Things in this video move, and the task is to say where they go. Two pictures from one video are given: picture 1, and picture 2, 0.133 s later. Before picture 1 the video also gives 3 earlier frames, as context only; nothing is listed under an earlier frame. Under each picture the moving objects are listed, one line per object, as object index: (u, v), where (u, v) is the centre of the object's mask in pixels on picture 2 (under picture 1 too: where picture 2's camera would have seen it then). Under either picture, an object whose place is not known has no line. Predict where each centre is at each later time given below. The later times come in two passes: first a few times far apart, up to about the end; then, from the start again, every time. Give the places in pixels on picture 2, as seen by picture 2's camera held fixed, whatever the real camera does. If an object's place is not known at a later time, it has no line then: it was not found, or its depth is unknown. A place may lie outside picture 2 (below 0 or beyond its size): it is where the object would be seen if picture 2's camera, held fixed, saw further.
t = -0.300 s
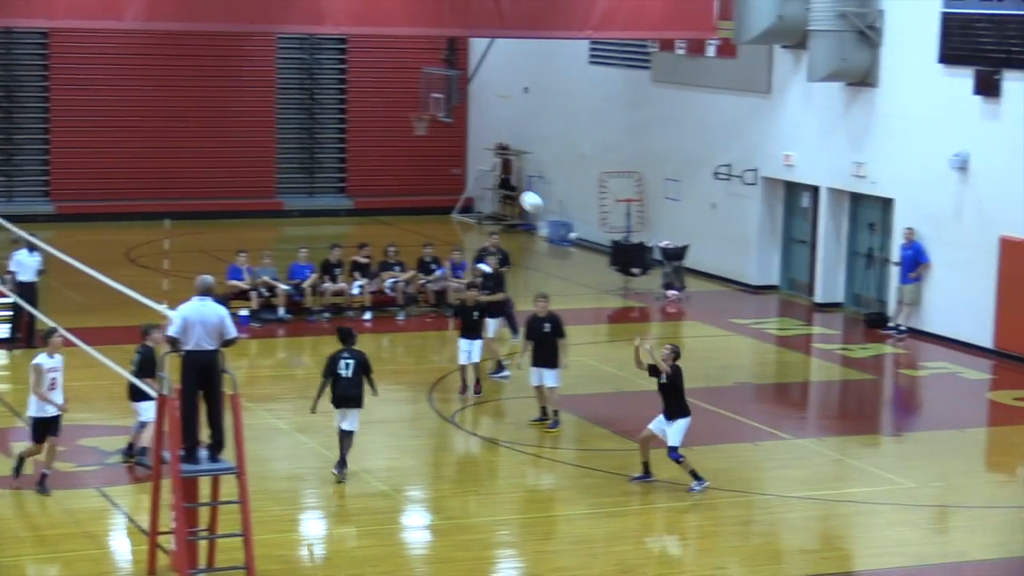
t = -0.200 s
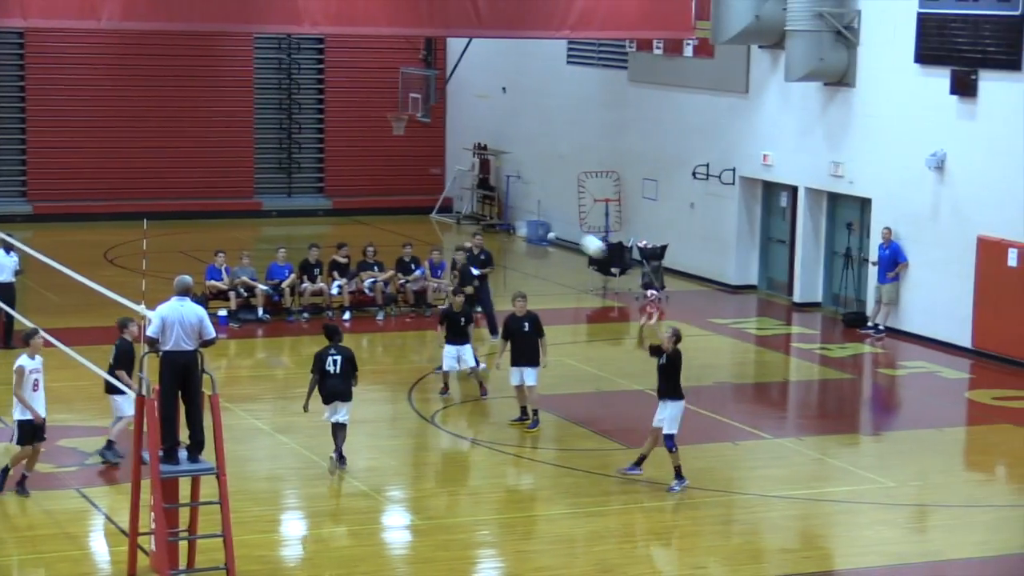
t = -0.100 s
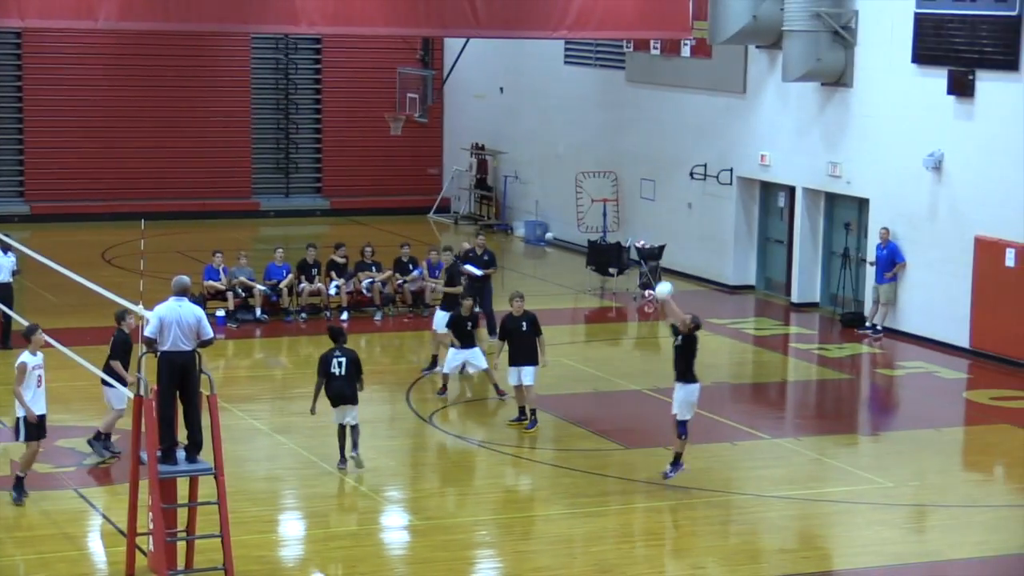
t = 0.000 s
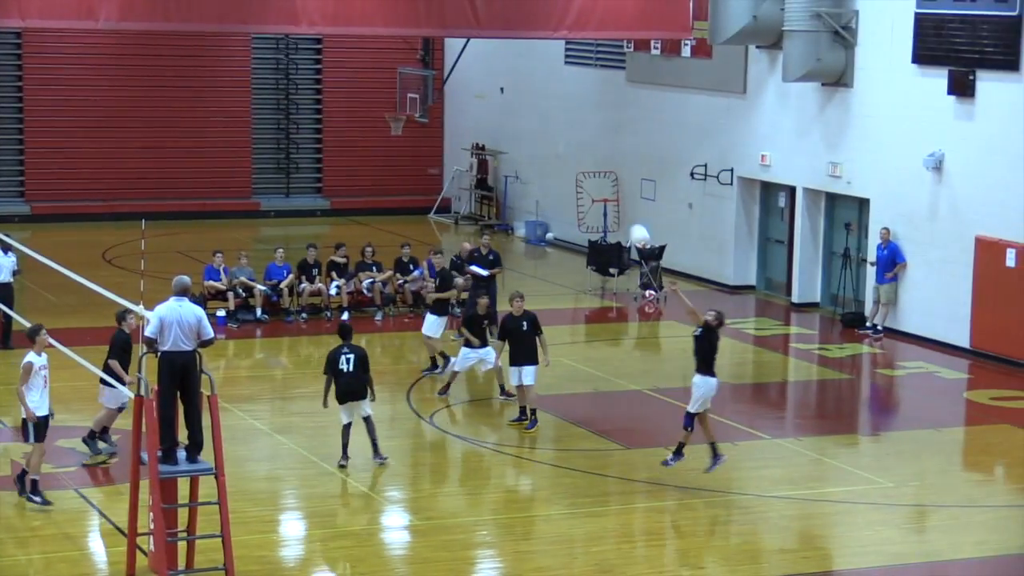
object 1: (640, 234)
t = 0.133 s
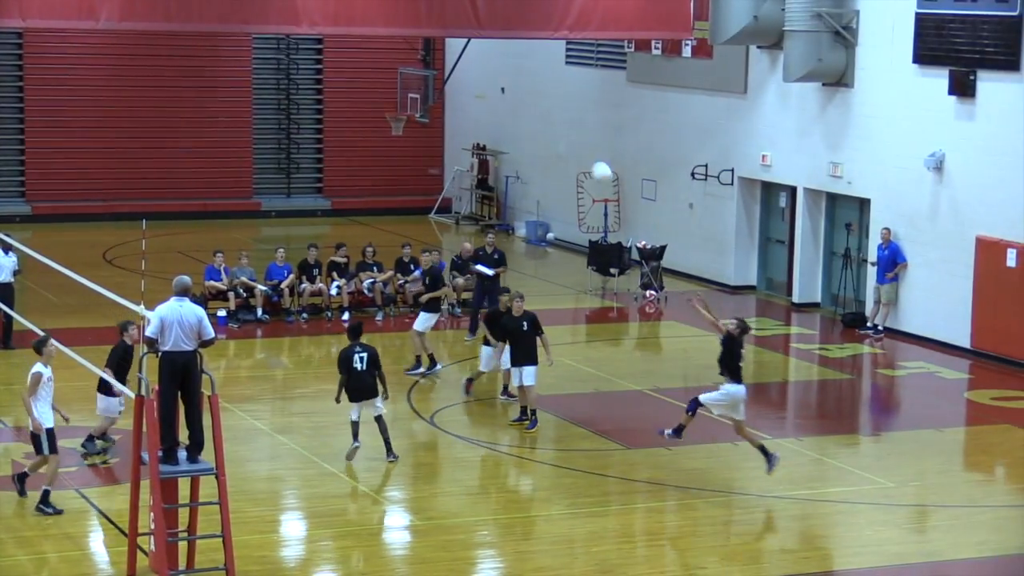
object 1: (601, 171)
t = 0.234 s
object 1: (572, 134)
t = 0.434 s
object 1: (513, 88)
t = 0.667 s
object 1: (446, 76)
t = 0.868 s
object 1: (389, 104)
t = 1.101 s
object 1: (323, 177)
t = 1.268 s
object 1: (276, 256)
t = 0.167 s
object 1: (592, 158)
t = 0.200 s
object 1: (582, 145)
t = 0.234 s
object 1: (572, 134)
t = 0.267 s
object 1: (563, 125)
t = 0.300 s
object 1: (553, 115)
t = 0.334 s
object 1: (543, 107)
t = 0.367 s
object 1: (533, 99)
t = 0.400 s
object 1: (524, 93)
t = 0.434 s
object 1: (513, 88)
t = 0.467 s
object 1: (504, 84)
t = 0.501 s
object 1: (494, 81)
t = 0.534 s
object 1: (484, 78)
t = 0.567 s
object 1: (475, 76)
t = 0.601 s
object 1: (465, 76)
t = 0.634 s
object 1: (455, 76)
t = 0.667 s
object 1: (446, 76)
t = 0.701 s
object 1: (437, 79)
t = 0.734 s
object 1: (427, 82)
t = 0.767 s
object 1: (417, 87)
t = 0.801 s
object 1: (408, 91)
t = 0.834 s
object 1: (398, 97)
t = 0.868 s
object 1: (389, 104)
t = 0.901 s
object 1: (379, 111)
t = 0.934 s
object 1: (370, 120)
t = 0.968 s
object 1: (360, 130)
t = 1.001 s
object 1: (351, 140)
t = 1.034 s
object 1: (342, 152)
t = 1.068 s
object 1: (332, 164)
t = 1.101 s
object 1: (323, 177)
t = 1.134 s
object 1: (313, 191)
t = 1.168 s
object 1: (304, 206)
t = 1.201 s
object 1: (294, 221)
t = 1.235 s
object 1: (285, 238)
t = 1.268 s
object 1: (276, 256)
